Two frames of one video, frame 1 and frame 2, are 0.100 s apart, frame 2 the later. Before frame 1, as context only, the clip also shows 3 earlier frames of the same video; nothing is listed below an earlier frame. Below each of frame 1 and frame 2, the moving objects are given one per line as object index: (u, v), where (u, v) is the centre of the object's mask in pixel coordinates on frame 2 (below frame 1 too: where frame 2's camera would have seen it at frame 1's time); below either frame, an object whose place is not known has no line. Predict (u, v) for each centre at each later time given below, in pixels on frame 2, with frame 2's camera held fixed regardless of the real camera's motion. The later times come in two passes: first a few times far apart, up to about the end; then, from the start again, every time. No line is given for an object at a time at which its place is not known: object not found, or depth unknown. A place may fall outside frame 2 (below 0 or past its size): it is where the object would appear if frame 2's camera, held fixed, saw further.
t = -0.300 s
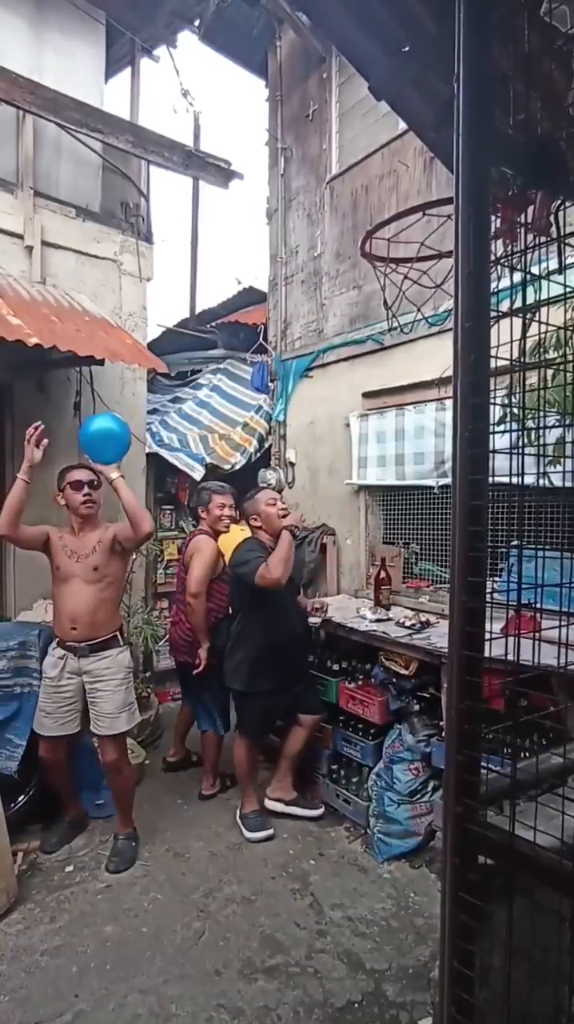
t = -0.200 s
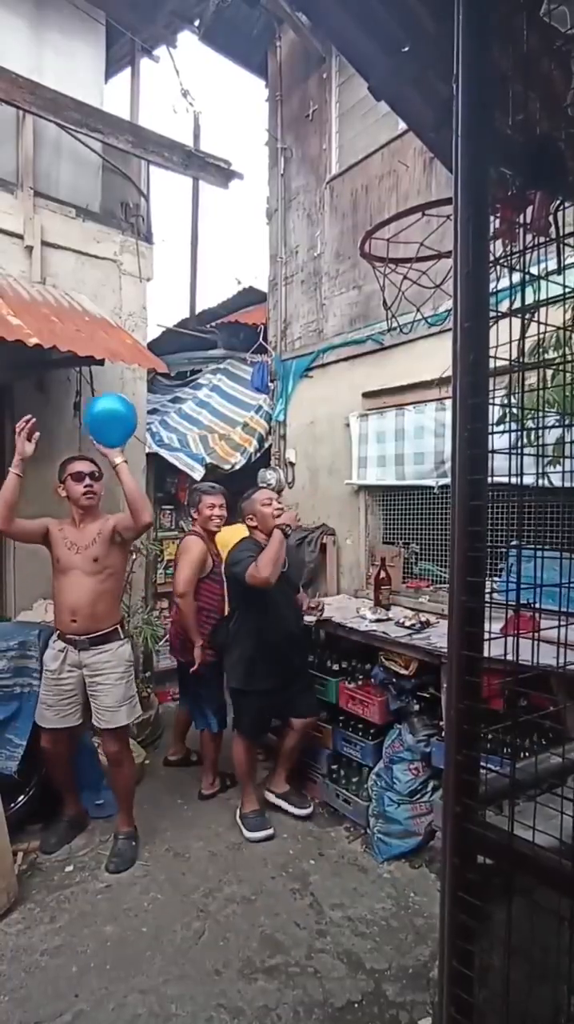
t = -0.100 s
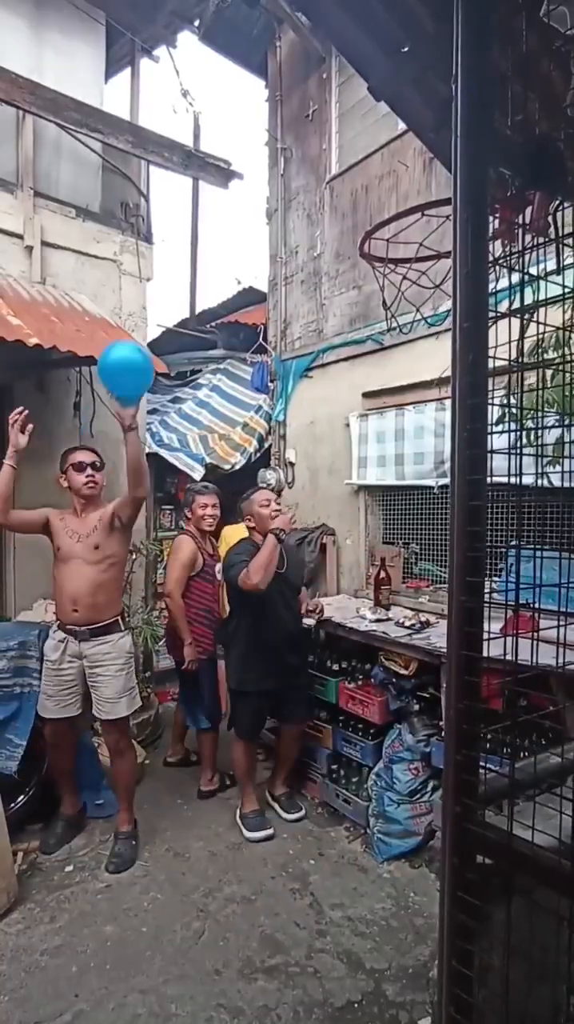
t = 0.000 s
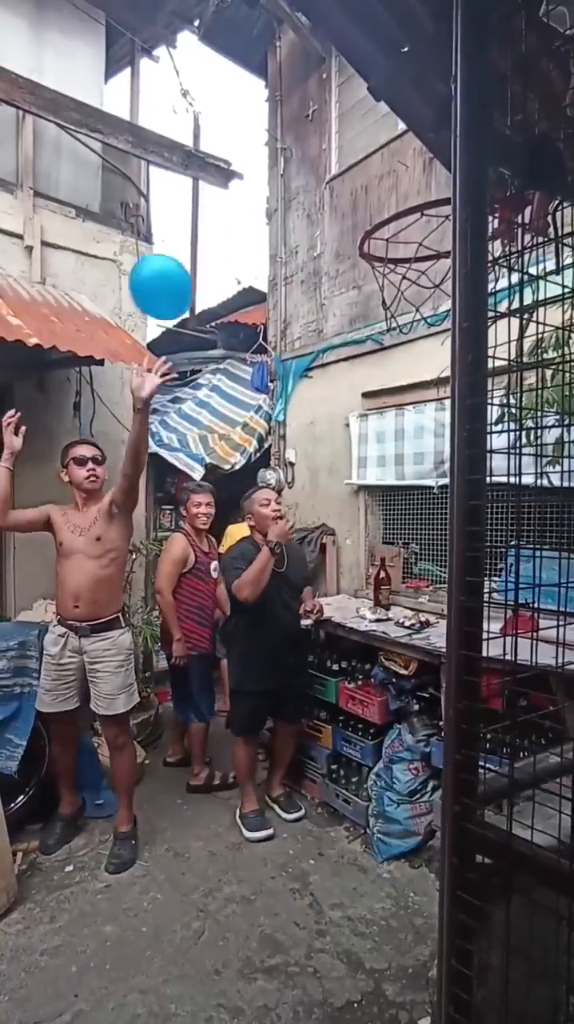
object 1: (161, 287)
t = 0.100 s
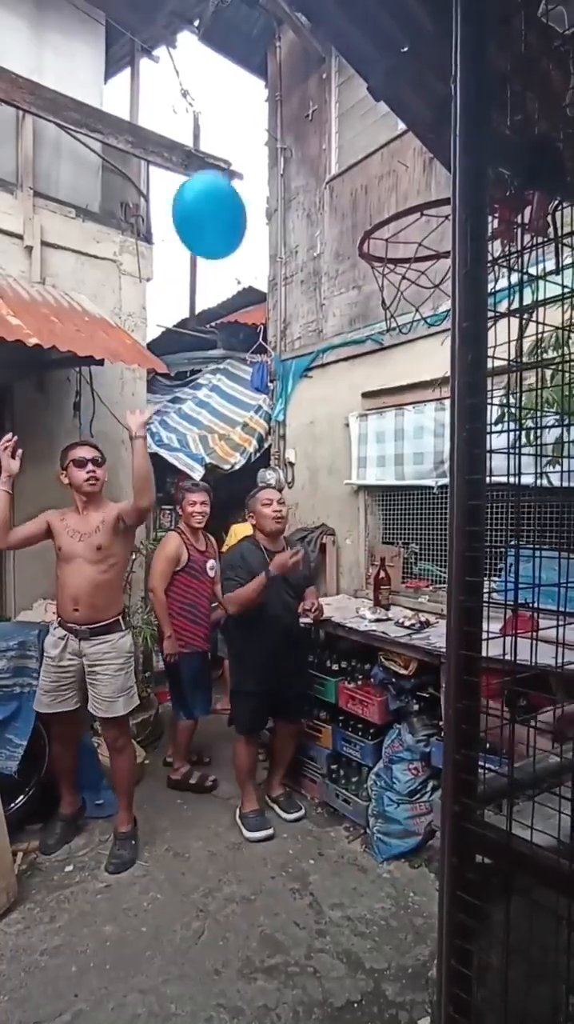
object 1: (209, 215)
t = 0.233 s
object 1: (301, 154)
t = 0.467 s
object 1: (399, 224)
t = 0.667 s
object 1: (416, 250)
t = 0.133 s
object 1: (228, 197)
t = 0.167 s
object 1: (250, 179)
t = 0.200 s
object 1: (275, 165)
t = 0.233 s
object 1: (301, 154)
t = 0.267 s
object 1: (329, 146)
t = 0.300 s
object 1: (362, 144)
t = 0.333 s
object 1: (396, 145)
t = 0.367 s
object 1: (417, 161)
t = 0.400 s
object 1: (406, 195)
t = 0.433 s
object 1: (401, 211)
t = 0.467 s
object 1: (399, 224)
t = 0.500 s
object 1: (401, 229)
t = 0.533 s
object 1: (405, 228)
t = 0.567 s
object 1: (409, 227)
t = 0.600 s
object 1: (413, 229)
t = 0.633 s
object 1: (414, 236)
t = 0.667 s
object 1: (416, 250)
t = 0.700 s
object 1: (429, 268)
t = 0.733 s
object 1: (433, 287)
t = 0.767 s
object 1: (433, 312)
